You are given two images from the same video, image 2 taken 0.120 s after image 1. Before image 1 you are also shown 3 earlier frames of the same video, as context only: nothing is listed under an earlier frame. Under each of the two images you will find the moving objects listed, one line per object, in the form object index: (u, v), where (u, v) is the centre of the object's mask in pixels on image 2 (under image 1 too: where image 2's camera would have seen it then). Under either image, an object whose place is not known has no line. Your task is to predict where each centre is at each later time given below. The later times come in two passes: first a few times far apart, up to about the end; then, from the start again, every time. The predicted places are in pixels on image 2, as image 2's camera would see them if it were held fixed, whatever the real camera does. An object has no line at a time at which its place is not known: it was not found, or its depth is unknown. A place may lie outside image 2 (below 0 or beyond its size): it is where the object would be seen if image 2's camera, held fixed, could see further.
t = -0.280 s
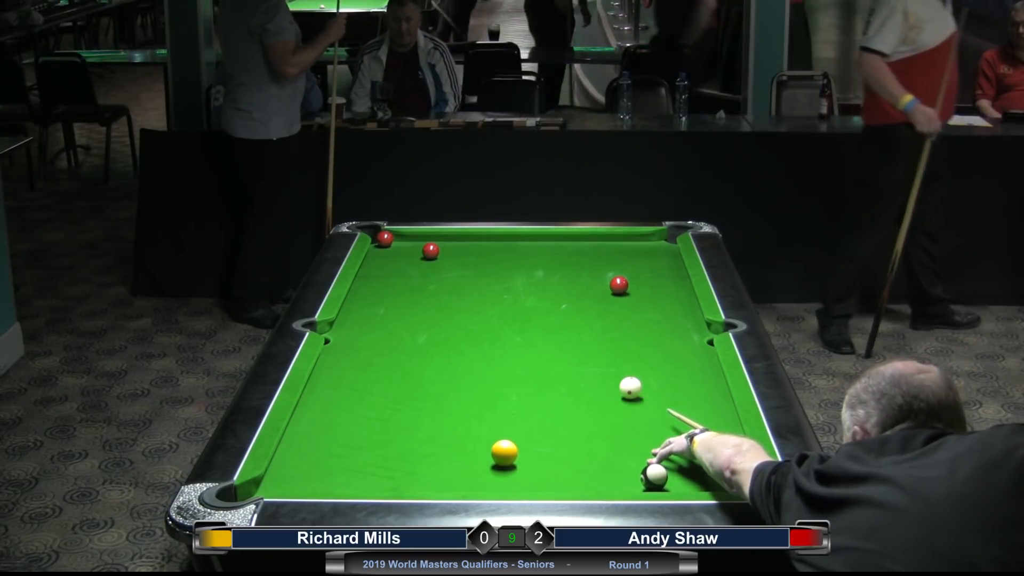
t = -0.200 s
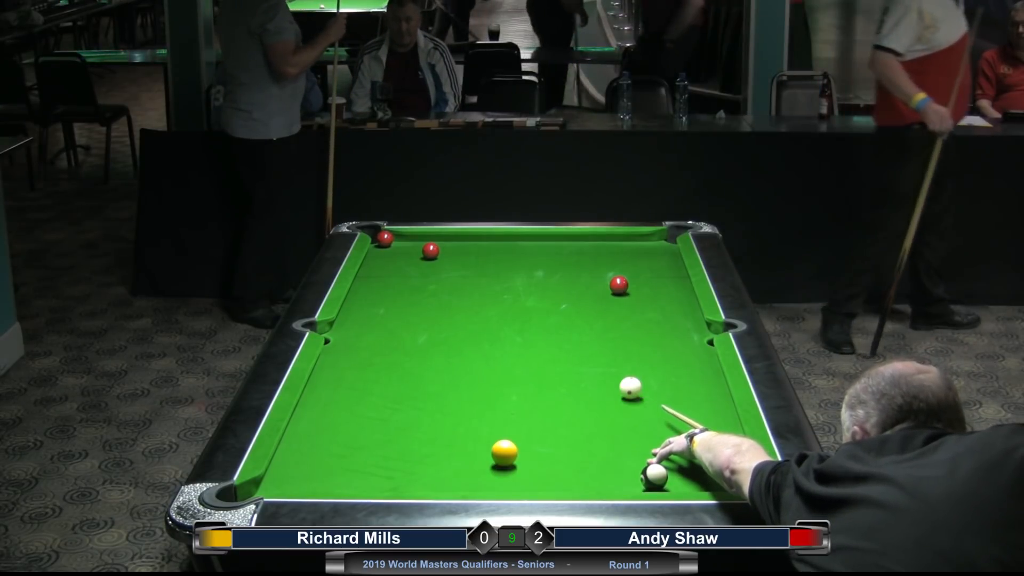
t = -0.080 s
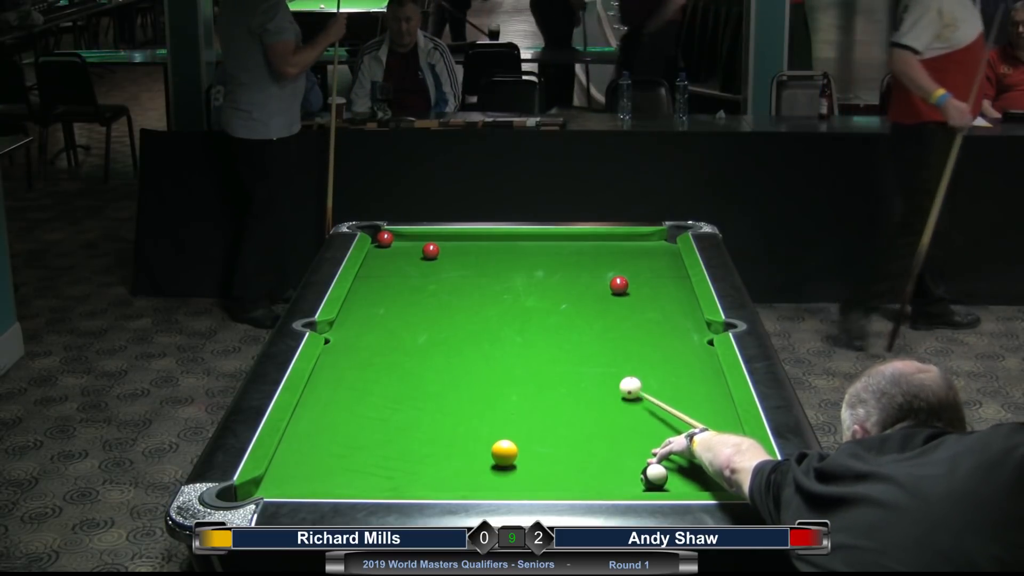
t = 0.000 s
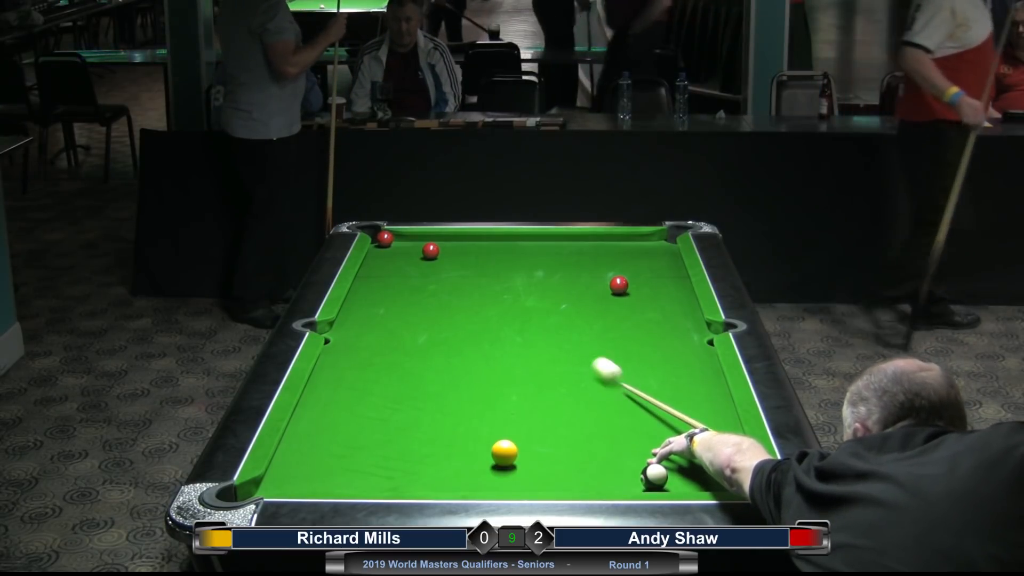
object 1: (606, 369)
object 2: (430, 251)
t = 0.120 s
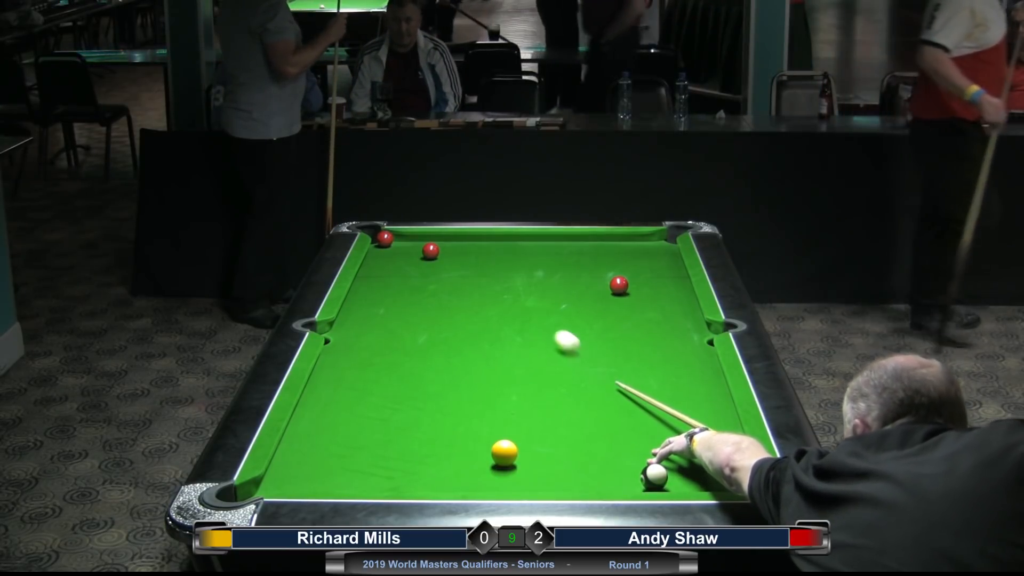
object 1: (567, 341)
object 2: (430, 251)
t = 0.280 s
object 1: (527, 313)
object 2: (430, 251)
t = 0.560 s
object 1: (470, 273)
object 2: (430, 251)
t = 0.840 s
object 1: (458, 248)
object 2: (404, 245)
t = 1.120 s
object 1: (479, 239)
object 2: (381, 242)
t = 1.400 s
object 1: (495, 247)
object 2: (386, 241)
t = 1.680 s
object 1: (510, 255)
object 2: (393, 241)
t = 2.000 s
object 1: (526, 263)
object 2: (397, 240)
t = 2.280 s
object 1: (540, 270)
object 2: (399, 240)
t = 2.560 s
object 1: (552, 276)
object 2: (399, 240)
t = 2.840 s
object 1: (562, 282)
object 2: (399, 240)
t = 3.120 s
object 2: (399, 240)
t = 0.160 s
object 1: (555, 333)
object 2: (430, 251)
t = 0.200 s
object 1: (545, 327)
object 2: (430, 251)
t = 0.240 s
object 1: (536, 320)
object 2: (430, 251)
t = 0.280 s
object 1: (527, 313)
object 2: (430, 251)
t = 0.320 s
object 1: (518, 307)
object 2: (430, 251)
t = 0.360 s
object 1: (510, 301)
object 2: (430, 251)
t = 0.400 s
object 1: (501, 295)
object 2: (430, 251)
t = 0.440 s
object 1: (493, 289)
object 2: (430, 251)
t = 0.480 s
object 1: (485, 283)
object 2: (430, 251)
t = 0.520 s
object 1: (478, 278)
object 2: (430, 251)
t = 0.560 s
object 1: (470, 273)
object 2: (430, 251)
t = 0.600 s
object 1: (463, 268)
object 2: (430, 251)
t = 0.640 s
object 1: (456, 263)
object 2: (430, 251)
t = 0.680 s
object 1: (449, 258)
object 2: (430, 251)
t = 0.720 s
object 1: (445, 254)
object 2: (429, 251)
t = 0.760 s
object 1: (450, 252)
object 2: (420, 249)
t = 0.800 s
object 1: (454, 250)
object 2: (412, 247)
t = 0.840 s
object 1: (458, 248)
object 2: (404, 245)
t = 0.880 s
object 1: (461, 246)
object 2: (398, 244)
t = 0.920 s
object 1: (465, 244)
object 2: (394, 243)
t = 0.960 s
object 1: (468, 242)
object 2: (391, 243)
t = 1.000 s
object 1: (471, 240)
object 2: (389, 243)
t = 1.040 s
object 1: (474, 238)
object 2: (386, 242)
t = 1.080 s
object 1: (477, 237)
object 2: (384, 242)
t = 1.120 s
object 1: (479, 239)
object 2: (381, 242)
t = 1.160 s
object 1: (481, 240)
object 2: (379, 242)
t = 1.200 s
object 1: (484, 241)
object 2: (380, 242)
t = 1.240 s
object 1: (486, 242)
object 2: (381, 242)
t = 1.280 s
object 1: (488, 243)
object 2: (382, 241)
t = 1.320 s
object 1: (490, 244)
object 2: (384, 241)
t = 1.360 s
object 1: (493, 246)
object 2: (385, 241)
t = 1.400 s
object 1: (495, 247)
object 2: (386, 241)
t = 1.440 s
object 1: (497, 248)
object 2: (387, 241)
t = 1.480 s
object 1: (499, 249)
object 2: (389, 241)
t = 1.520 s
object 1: (501, 250)
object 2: (389, 241)
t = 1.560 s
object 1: (503, 251)
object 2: (390, 241)
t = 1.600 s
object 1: (506, 252)
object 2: (391, 241)
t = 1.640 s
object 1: (508, 253)
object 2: (392, 241)
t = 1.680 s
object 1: (510, 255)
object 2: (393, 241)
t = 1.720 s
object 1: (512, 256)
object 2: (394, 241)
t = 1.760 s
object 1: (514, 257)
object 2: (394, 241)
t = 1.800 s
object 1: (516, 258)
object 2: (395, 241)
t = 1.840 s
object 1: (518, 259)
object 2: (396, 241)
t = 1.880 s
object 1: (520, 260)
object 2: (396, 241)
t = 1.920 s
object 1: (522, 261)
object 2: (397, 240)
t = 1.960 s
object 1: (524, 262)
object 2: (397, 240)
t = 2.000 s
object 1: (526, 263)
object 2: (397, 240)
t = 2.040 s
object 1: (528, 264)
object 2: (398, 240)
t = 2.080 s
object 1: (530, 265)
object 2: (398, 240)
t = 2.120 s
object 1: (532, 266)
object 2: (398, 240)
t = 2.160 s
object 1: (534, 267)
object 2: (399, 240)
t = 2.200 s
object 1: (536, 268)
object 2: (399, 240)
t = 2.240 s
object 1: (538, 269)
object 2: (399, 240)
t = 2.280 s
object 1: (540, 270)
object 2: (399, 240)
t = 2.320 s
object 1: (541, 271)
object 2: (399, 240)
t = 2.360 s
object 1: (543, 272)
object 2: (399, 240)
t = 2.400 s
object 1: (545, 272)
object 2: (399, 240)
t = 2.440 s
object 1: (547, 273)
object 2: (399, 240)
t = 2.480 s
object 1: (548, 274)
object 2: (399, 240)
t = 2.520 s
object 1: (550, 275)
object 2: (399, 240)
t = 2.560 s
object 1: (552, 276)
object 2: (399, 240)
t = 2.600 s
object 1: (553, 277)
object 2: (399, 240)
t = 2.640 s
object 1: (555, 278)
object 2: (399, 240)
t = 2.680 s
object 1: (557, 279)
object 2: (399, 240)
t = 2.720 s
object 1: (558, 280)
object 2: (399, 240)
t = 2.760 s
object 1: (560, 280)
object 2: (399, 240)
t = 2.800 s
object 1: (561, 281)
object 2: (399, 240)
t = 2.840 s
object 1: (562, 282)
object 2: (399, 240)
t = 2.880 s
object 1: (563, 281)
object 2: (399, 240)
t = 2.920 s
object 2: (399, 240)
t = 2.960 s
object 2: (399, 240)
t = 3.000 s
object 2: (399, 240)
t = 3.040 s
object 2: (399, 240)
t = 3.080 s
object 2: (399, 240)
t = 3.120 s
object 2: (399, 240)
